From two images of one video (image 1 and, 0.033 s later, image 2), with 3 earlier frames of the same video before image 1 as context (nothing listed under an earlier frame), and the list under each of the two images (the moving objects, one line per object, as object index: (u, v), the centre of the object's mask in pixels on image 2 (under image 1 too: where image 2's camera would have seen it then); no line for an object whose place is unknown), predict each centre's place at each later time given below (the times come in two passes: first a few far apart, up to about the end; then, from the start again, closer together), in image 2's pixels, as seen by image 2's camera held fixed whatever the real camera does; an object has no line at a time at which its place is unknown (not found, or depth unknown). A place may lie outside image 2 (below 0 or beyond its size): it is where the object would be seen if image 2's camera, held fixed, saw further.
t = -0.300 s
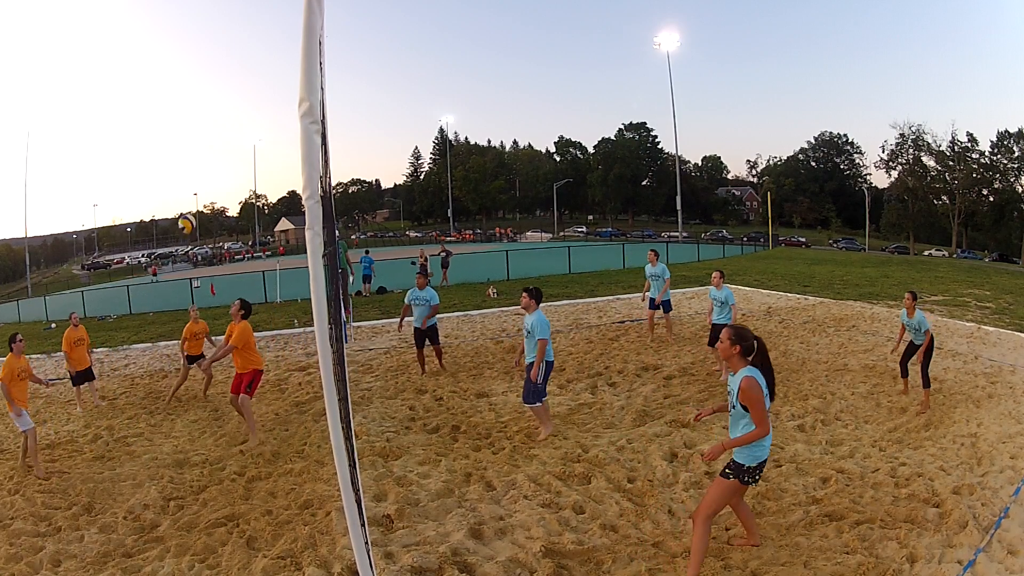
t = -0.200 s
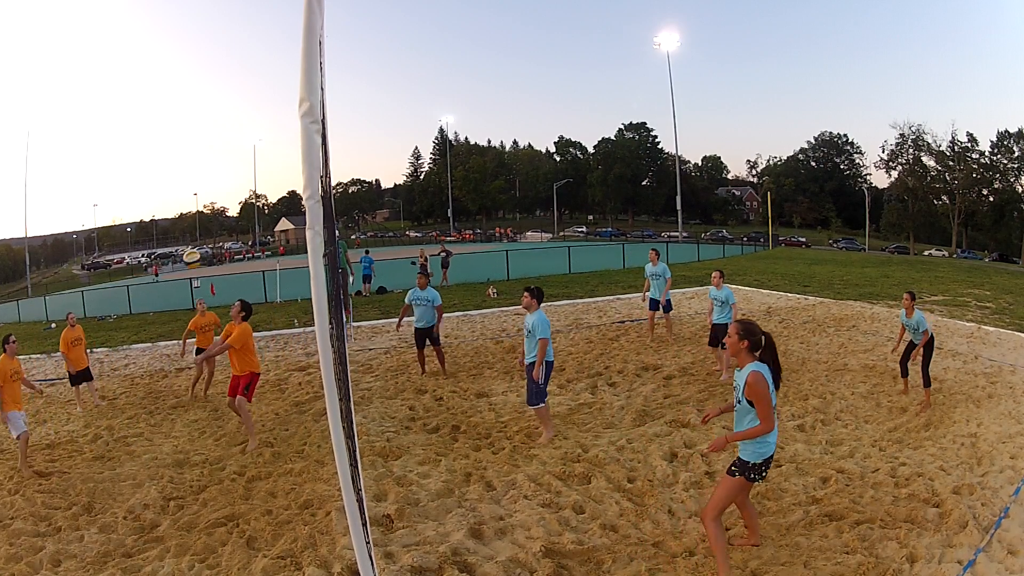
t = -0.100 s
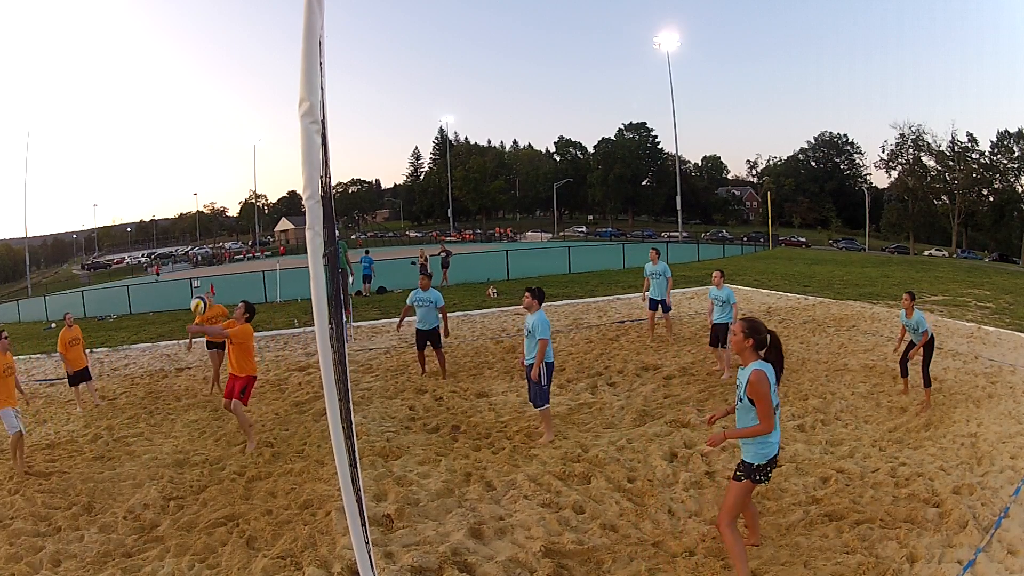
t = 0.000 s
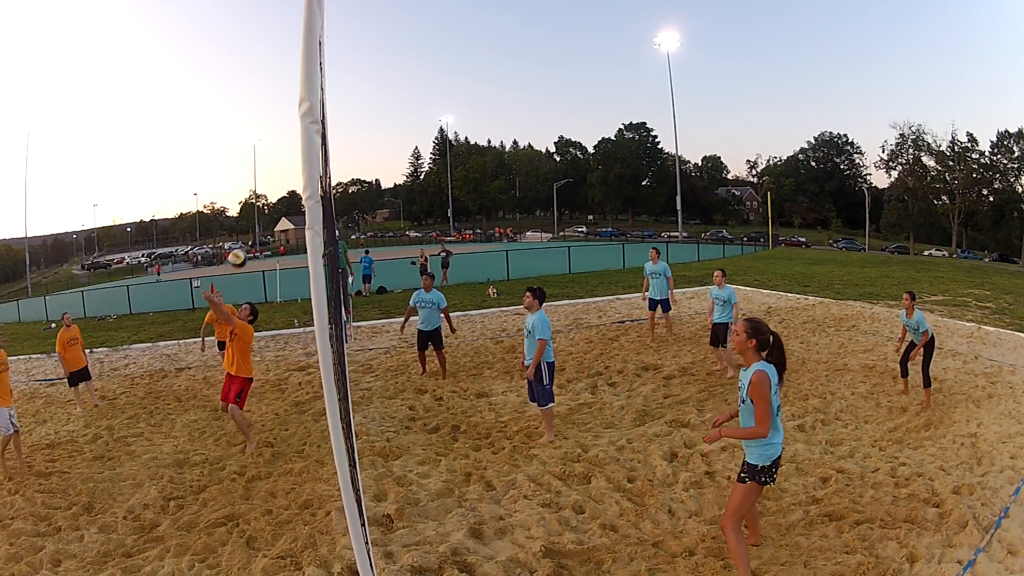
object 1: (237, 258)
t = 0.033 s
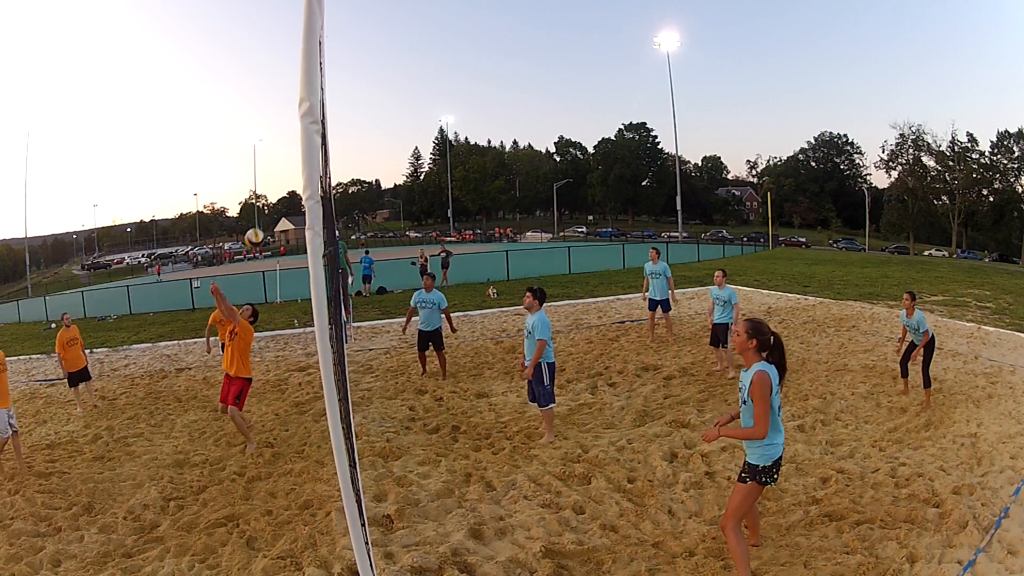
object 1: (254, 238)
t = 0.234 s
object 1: (361, 136)
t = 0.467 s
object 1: (484, 80)
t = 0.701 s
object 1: (591, 79)
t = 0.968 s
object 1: (691, 128)
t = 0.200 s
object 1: (343, 150)
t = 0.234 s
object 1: (361, 136)
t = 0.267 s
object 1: (379, 124)
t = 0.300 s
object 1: (397, 114)
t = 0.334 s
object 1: (415, 104)
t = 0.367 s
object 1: (433, 97)
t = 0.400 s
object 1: (450, 90)
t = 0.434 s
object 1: (467, 84)
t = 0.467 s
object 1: (484, 80)
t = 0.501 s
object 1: (500, 77)
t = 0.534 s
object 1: (516, 74)
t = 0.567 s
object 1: (532, 73)
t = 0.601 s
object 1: (547, 73)
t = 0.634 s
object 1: (562, 74)
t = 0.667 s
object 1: (577, 76)
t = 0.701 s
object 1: (591, 79)
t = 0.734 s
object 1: (605, 82)
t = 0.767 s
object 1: (618, 86)
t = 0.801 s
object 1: (631, 92)
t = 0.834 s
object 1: (644, 97)
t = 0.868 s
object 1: (656, 104)
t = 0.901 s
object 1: (668, 112)
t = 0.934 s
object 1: (680, 120)
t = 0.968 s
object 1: (691, 128)
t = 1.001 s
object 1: (702, 138)
